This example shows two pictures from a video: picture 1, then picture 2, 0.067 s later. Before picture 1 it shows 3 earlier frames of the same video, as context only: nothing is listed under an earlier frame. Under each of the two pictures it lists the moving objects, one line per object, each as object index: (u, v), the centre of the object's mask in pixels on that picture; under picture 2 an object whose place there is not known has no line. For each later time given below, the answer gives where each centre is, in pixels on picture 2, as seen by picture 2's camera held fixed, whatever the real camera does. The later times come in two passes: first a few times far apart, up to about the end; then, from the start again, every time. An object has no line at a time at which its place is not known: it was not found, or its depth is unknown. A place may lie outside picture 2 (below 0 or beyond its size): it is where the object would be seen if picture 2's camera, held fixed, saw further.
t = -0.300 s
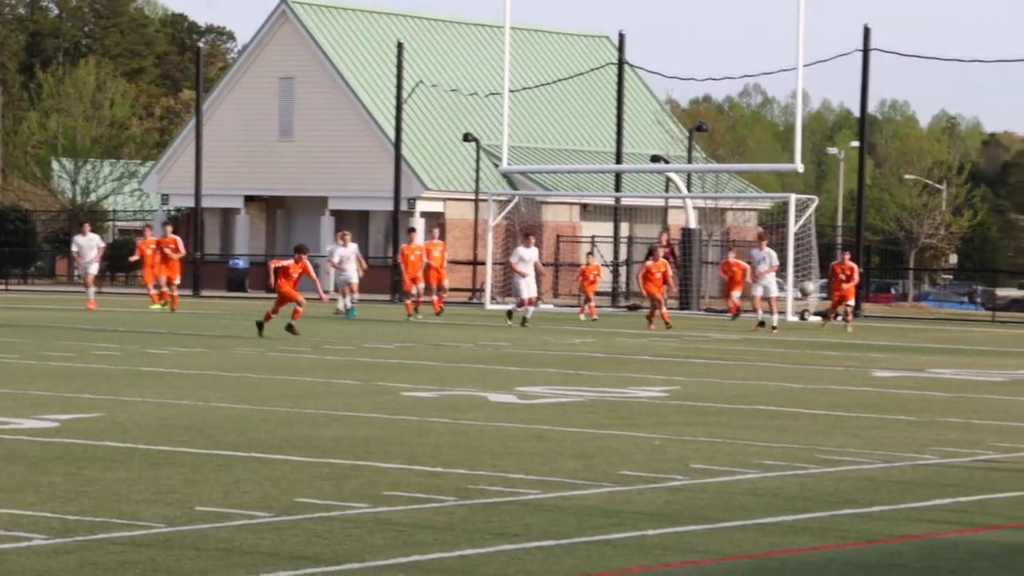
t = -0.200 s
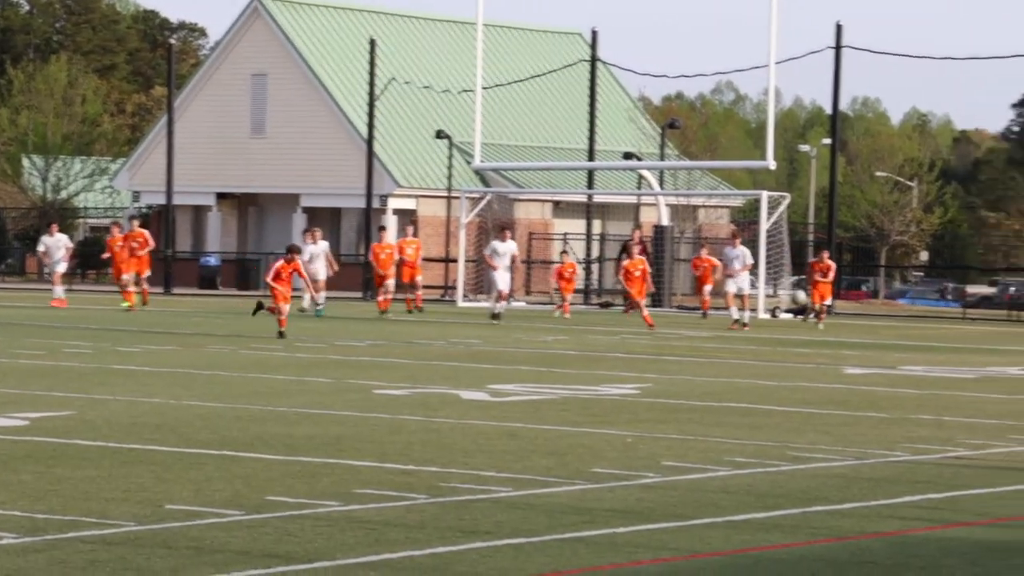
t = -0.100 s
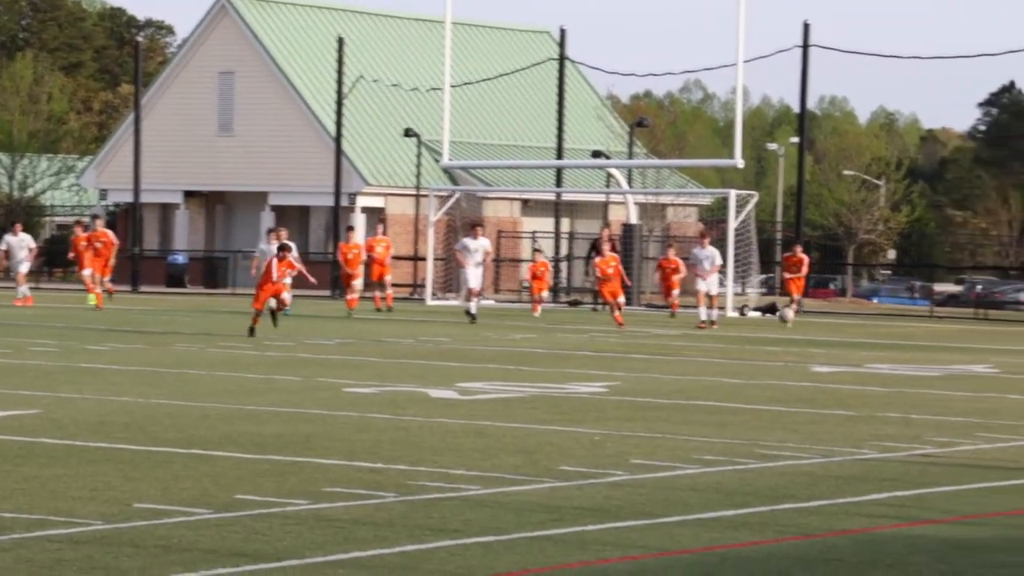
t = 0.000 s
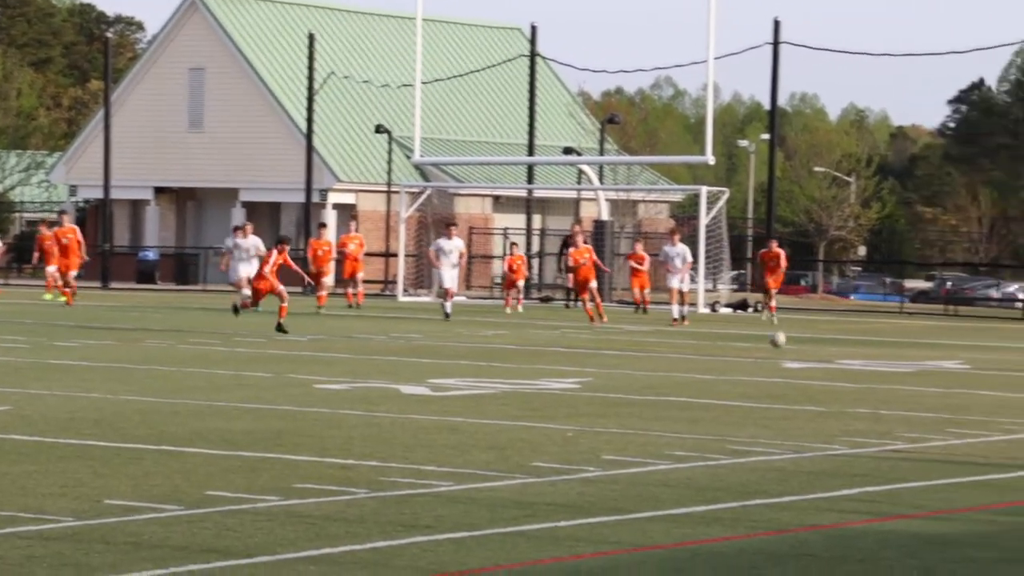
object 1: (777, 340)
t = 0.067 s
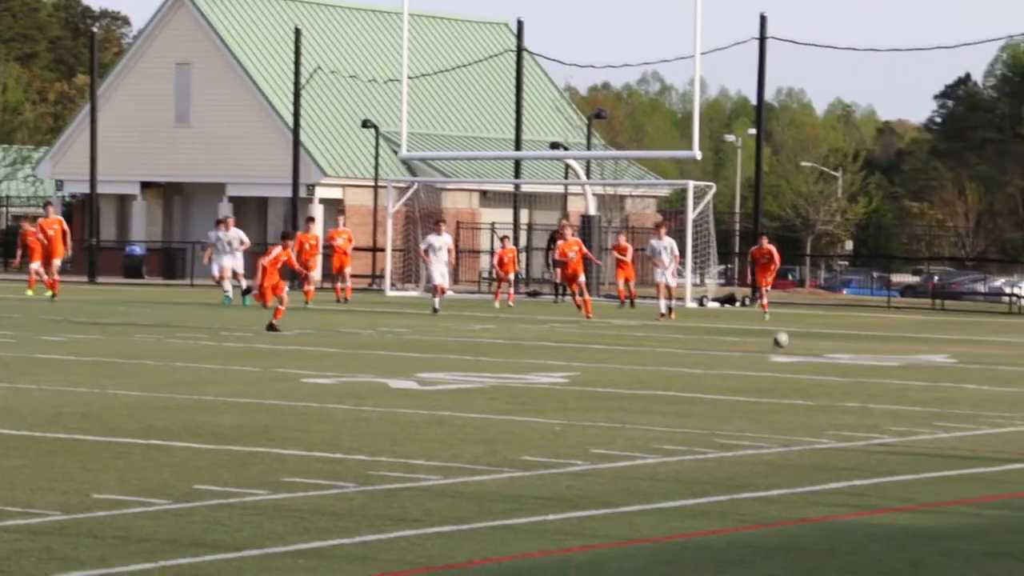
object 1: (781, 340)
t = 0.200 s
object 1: (813, 323)
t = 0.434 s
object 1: (872, 326)
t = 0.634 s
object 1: (924, 363)
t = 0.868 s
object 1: (992, 349)
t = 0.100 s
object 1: (789, 334)
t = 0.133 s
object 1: (797, 329)
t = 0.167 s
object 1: (804, 326)
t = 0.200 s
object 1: (813, 323)
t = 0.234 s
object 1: (821, 321)
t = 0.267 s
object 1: (830, 320)
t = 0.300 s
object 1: (838, 320)
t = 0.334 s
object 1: (847, 320)
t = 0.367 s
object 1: (856, 321)
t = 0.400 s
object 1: (863, 323)
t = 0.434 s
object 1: (872, 326)
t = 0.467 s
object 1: (881, 331)
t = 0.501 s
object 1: (890, 335)
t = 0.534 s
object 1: (899, 342)
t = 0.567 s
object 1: (907, 348)
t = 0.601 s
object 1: (917, 357)
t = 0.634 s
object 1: (924, 363)
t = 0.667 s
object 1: (934, 358)
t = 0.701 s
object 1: (945, 355)
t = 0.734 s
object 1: (954, 351)
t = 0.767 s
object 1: (964, 349)
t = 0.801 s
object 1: (973, 348)
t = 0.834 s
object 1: (983, 347)
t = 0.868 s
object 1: (992, 349)
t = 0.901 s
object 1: (1003, 350)
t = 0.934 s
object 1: (1012, 353)
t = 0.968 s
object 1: (1022, 358)
